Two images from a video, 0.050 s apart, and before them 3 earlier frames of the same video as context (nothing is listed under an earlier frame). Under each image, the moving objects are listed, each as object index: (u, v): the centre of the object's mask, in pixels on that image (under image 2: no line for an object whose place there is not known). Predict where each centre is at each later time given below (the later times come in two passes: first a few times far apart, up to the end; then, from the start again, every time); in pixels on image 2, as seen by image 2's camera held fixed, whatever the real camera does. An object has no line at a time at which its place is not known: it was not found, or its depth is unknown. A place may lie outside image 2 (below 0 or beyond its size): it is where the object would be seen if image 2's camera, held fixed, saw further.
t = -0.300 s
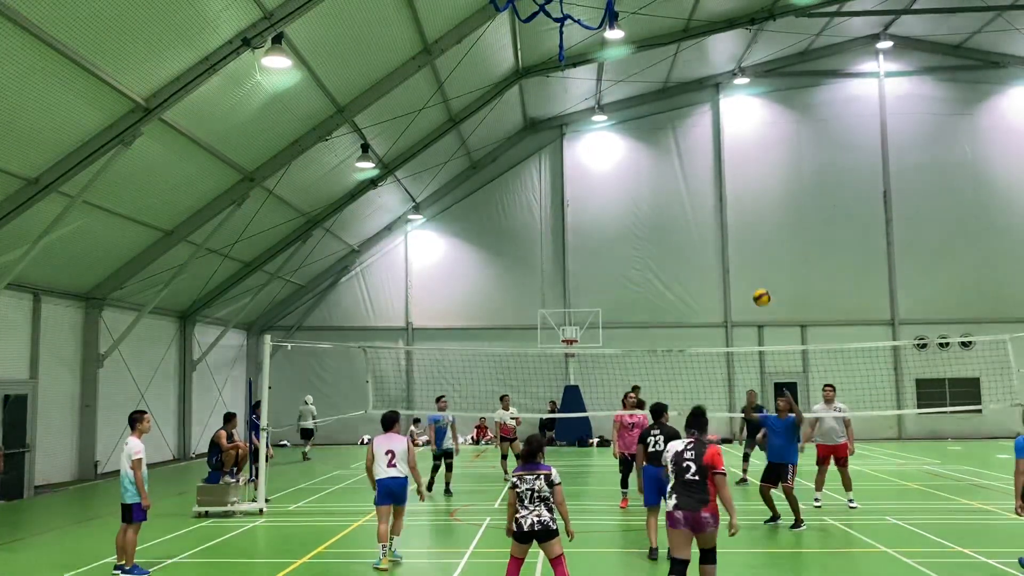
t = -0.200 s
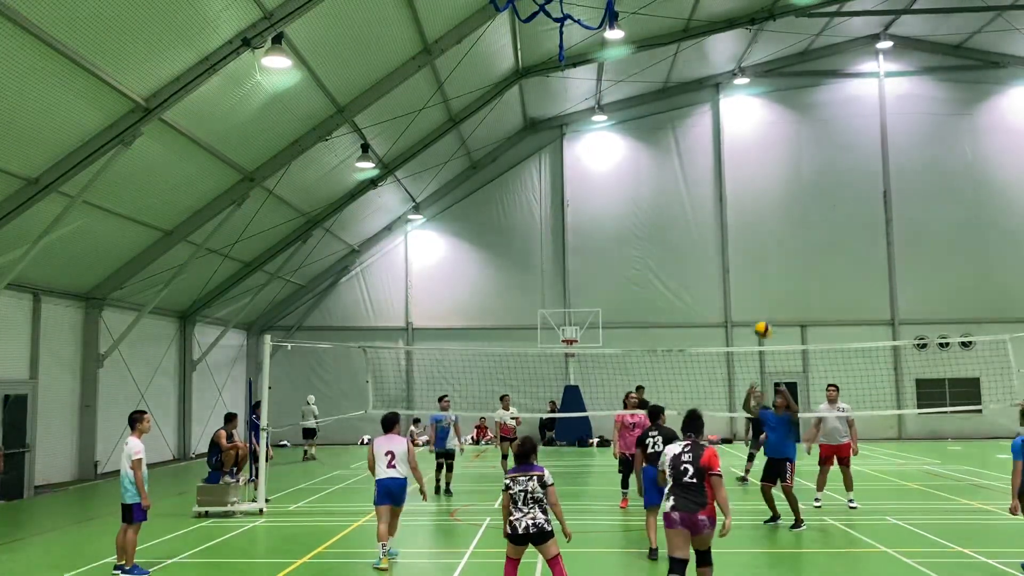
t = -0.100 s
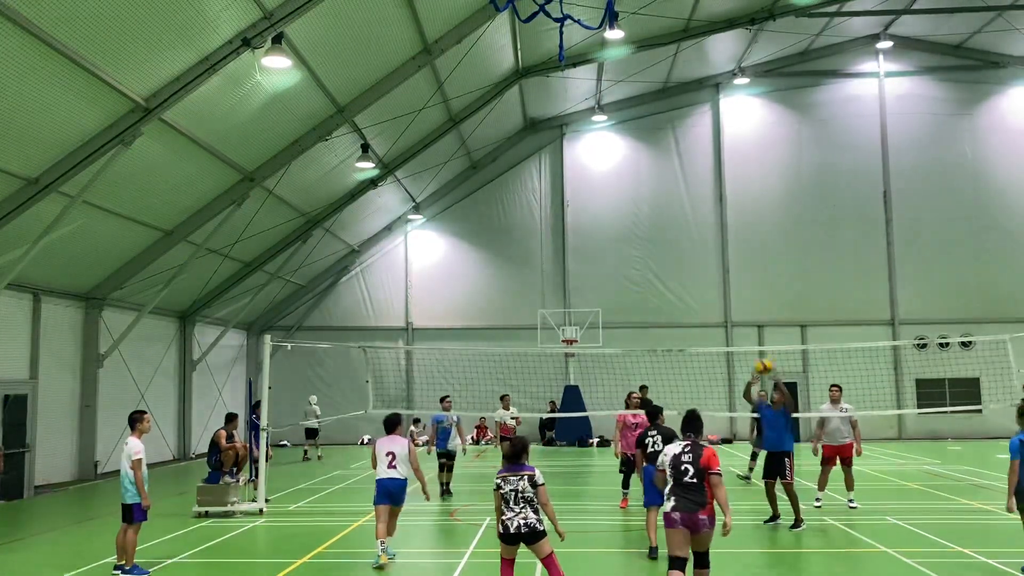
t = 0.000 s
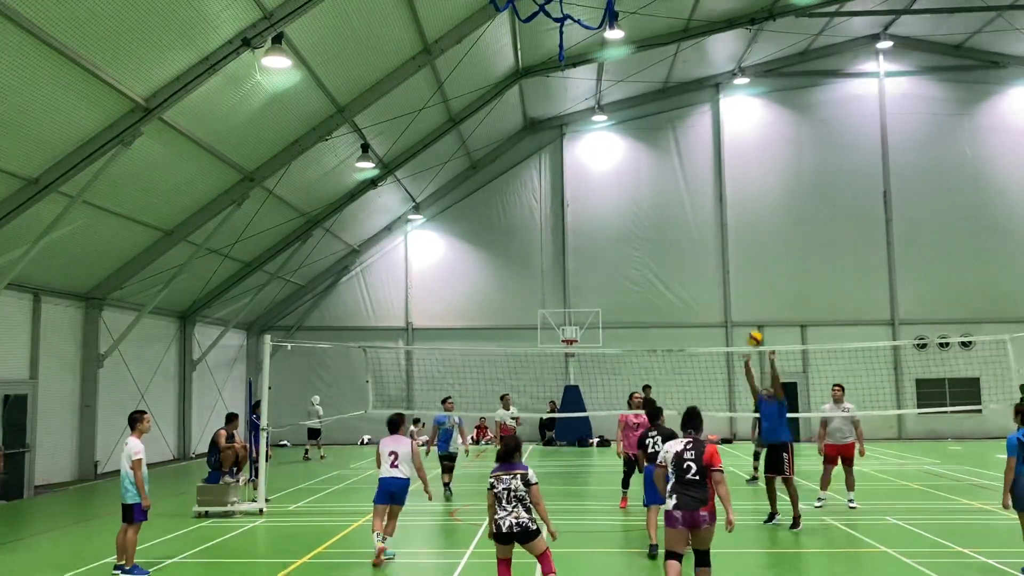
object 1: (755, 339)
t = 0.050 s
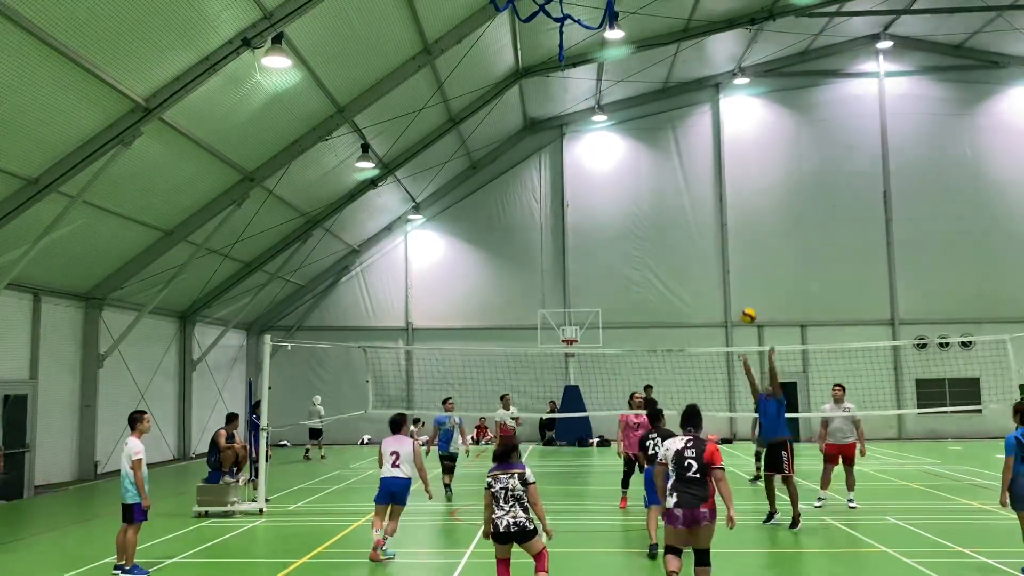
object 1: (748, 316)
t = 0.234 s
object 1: (726, 251)
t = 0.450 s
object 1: (701, 212)
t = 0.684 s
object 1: (677, 207)
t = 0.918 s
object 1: (655, 238)
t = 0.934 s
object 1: (654, 242)
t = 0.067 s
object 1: (746, 309)
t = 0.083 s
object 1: (744, 302)
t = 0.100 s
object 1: (742, 296)
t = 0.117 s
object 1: (740, 289)
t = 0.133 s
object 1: (738, 283)
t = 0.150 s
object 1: (736, 278)
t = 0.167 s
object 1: (733, 272)
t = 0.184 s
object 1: (731, 266)
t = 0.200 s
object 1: (730, 261)
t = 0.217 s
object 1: (728, 256)
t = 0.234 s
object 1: (726, 251)
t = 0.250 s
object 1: (724, 247)
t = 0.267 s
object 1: (722, 243)
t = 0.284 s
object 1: (719, 239)
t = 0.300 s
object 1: (718, 235)
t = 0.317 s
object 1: (715, 232)
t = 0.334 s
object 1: (713, 228)
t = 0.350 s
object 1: (711, 225)
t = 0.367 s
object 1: (709, 223)
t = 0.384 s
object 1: (708, 220)
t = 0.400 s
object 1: (706, 218)
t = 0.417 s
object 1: (704, 216)
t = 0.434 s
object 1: (702, 214)
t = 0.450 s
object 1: (701, 212)
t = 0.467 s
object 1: (699, 210)
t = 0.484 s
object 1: (697, 209)
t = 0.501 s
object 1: (695, 207)
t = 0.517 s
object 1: (693, 206)
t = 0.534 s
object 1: (692, 206)
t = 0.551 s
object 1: (690, 205)
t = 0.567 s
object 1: (688, 204)
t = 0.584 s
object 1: (687, 204)
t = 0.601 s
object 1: (685, 204)
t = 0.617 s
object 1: (683, 204)
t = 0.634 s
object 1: (681, 204)
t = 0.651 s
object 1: (680, 205)
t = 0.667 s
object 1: (678, 206)
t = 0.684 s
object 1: (677, 207)
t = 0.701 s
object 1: (675, 208)
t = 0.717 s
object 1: (674, 209)
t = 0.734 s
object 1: (672, 210)
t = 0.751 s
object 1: (671, 212)
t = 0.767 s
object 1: (669, 214)
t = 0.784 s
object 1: (667, 216)
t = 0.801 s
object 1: (666, 218)
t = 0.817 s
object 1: (664, 220)
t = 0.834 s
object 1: (662, 223)
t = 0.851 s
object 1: (661, 226)
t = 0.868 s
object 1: (659, 228)
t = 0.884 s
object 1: (658, 232)
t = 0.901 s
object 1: (656, 235)
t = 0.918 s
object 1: (655, 238)
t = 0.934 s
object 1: (654, 242)
